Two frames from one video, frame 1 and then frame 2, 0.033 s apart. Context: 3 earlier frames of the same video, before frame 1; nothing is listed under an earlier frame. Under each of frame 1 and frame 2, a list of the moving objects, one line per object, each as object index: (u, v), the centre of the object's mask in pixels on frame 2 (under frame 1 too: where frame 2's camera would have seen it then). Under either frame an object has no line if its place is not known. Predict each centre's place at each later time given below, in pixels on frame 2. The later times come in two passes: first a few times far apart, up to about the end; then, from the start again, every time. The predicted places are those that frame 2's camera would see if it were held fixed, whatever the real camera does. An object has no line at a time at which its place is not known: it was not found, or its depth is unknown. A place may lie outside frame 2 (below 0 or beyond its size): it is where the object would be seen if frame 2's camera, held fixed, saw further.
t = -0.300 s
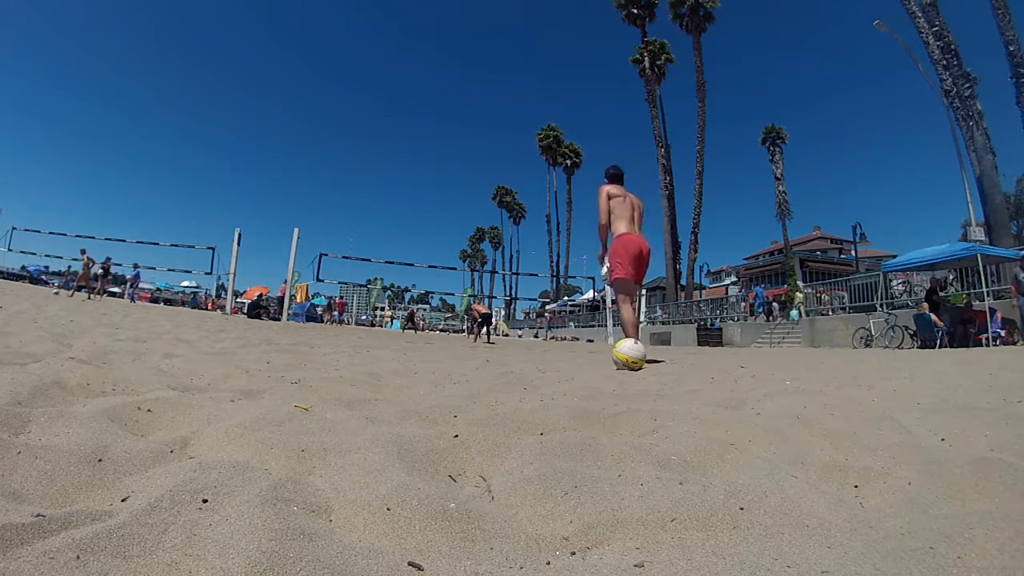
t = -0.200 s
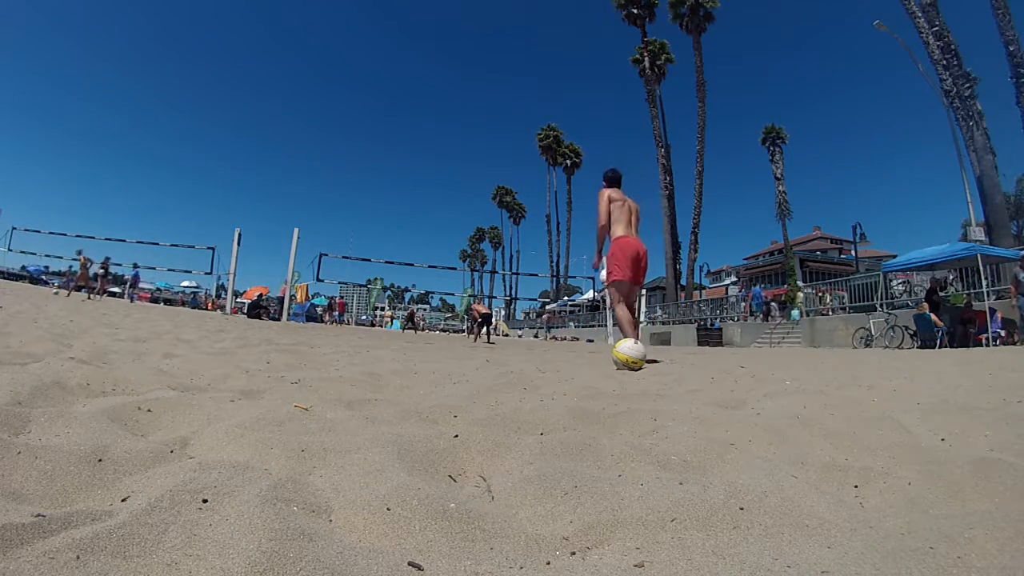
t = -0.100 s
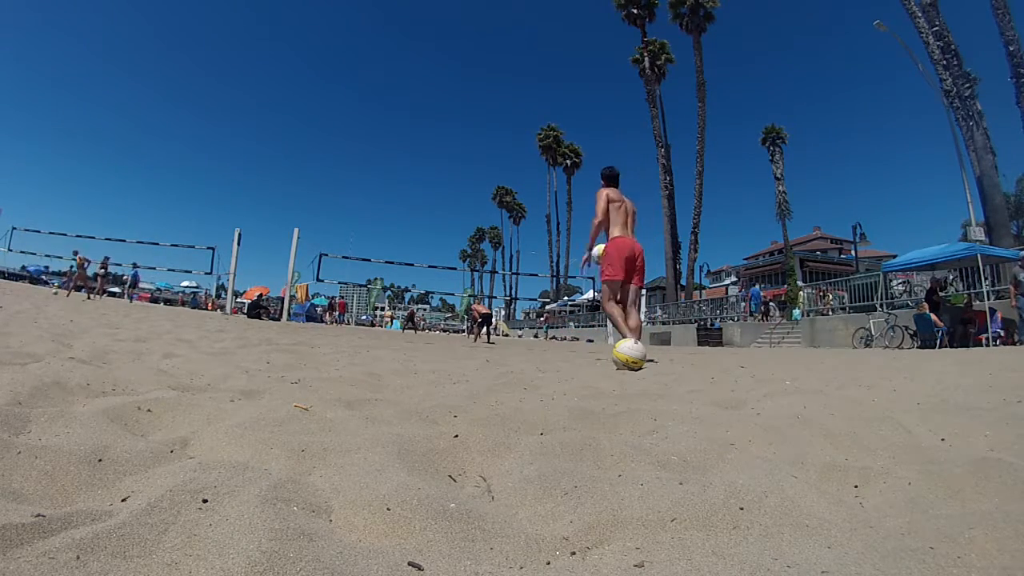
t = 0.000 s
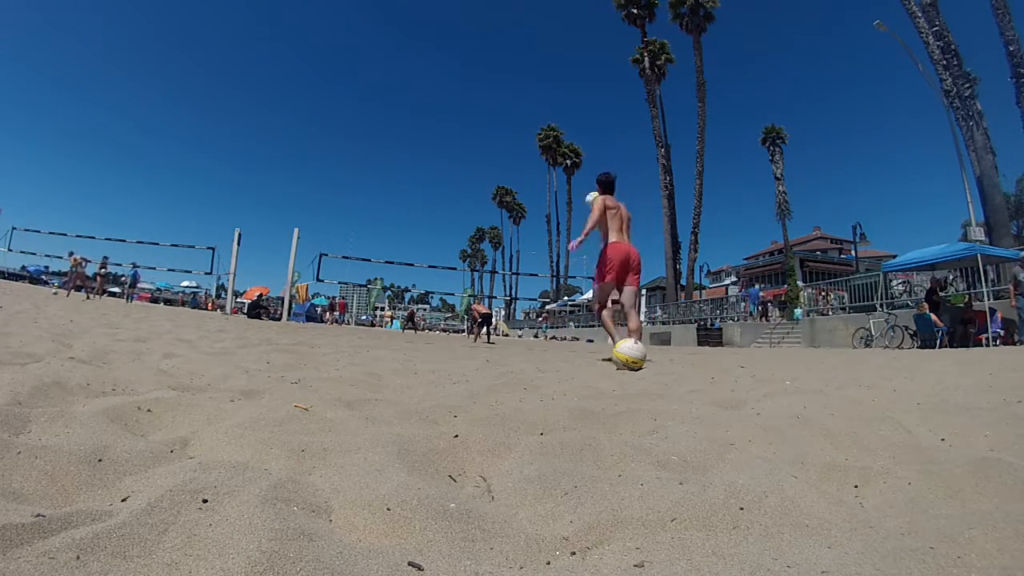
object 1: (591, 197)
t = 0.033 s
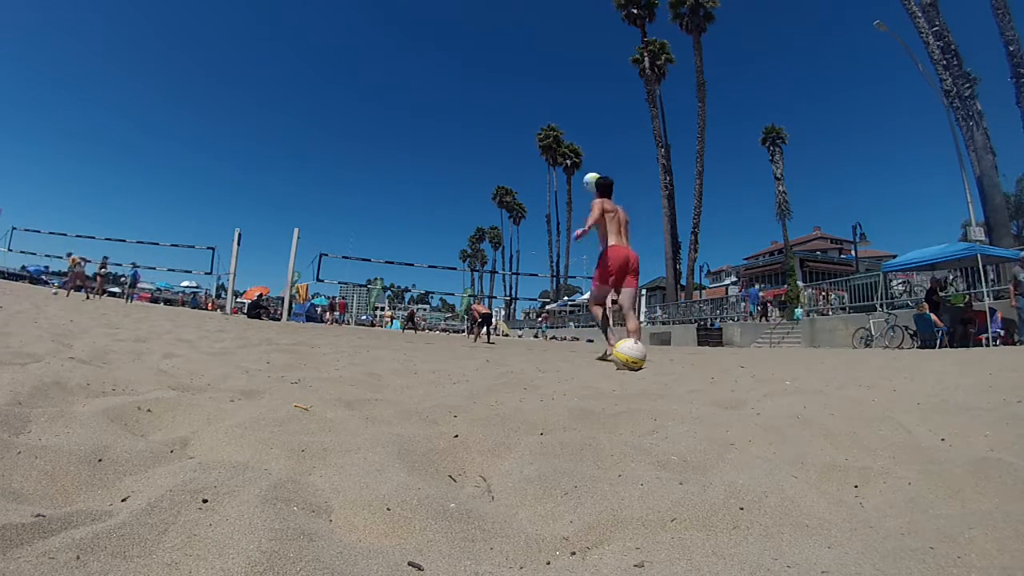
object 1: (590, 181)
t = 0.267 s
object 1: (579, 89)
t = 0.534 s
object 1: (567, 47)
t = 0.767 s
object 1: (560, 44)
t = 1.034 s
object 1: (553, 71)
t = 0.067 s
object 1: (590, 164)
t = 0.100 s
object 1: (588, 148)
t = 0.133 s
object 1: (586, 133)
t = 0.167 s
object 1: (584, 120)
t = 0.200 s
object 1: (582, 108)
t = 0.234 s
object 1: (580, 98)
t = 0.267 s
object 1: (579, 89)
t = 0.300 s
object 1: (577, 81)
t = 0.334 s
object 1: (575, 74)
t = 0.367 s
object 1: (574, 67)
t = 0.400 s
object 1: (573, 62)
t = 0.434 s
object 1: (571, 57)
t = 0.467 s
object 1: (570, 53)
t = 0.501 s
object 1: (568, 50)
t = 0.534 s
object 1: (567, 47)
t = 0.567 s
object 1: (566, 45)
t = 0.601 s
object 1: (565, 44)
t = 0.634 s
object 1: (564, 43)
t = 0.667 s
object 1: (563, 42)
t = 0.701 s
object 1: (562, 42)
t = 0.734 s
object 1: (560, 43)
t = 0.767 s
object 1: (560, 44)
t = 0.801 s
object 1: (558, 46)
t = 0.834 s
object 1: (558, 48)
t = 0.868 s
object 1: (557, 51)
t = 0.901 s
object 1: (556, 54)
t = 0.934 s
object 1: (555, 57)
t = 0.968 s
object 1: (554, 61)
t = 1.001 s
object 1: (554, 66)
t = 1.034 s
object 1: (553, 71)
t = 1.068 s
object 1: (552, 76)
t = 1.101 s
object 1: (551, 82)
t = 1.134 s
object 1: (550, 88)
